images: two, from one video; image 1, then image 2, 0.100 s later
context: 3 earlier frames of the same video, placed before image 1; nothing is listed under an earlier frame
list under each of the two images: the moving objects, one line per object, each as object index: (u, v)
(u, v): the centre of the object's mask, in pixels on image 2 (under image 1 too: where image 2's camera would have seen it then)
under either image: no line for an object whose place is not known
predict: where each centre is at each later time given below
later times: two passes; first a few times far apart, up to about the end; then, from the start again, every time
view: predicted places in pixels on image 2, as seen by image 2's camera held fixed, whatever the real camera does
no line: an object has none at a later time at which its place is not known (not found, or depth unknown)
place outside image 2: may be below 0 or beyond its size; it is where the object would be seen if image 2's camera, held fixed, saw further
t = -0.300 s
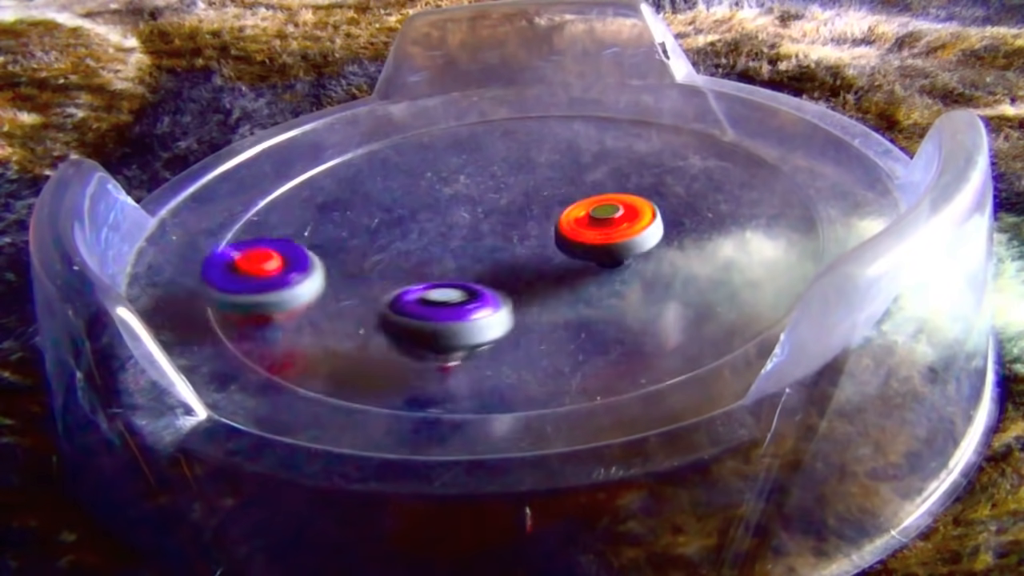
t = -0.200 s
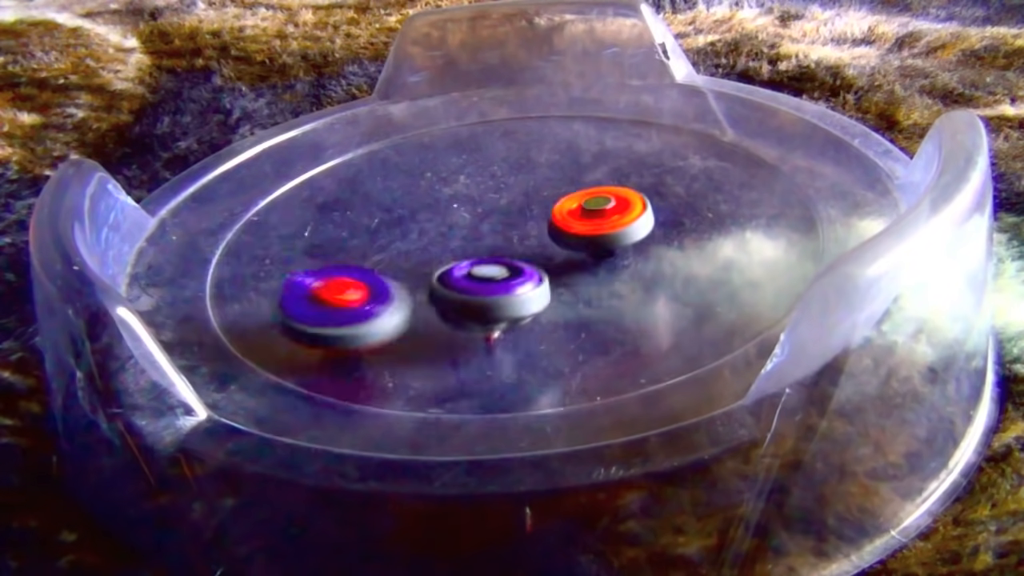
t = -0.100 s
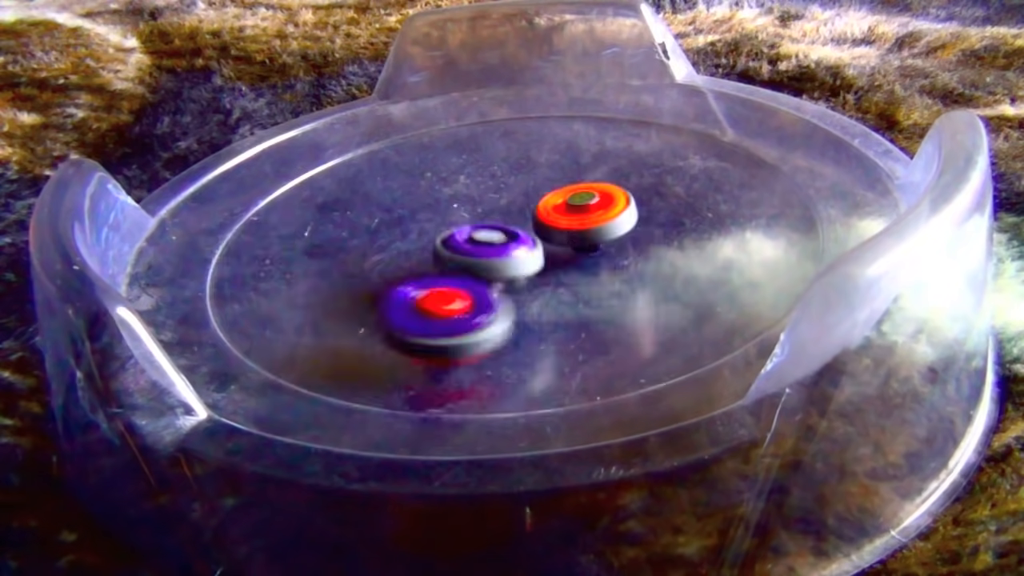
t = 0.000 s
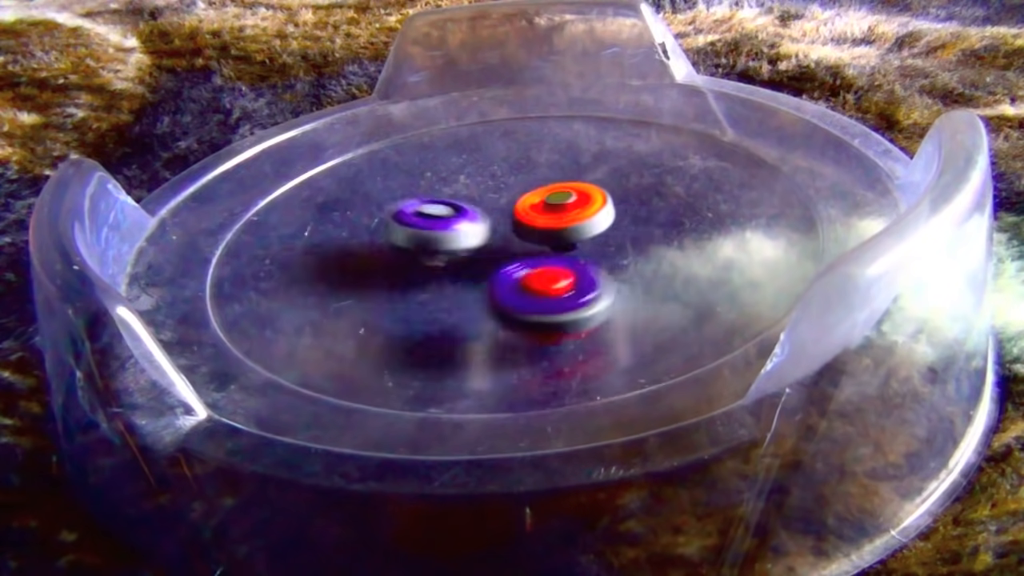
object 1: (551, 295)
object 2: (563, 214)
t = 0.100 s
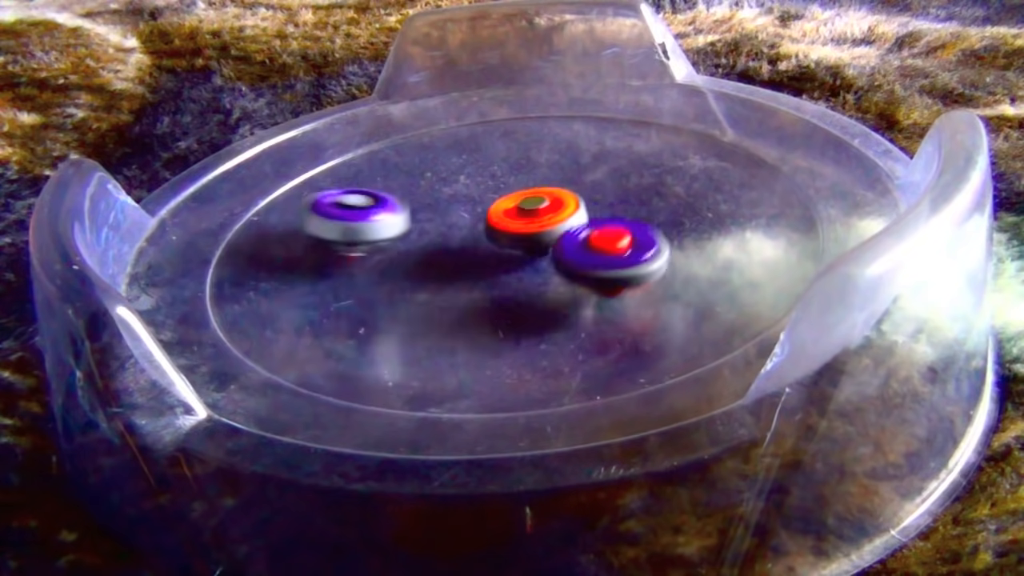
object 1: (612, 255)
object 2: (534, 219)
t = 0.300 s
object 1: (581, 176)
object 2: (489, 246)
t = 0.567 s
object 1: (402, 168)
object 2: (508, 277)
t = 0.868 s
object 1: (369, 267)
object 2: (589, 246)
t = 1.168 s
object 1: (607, 279)
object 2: (528, 204)
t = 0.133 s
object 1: (618, 240)
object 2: (523, 222)
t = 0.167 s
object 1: (621, 224)
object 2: (515, 225)
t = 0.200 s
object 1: (618, 211)
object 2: (508, 229)
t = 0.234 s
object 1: (610, 198)
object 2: (501, 234)
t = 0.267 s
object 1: (597, 186)
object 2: (494, 241)
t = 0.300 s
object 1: (581, 176)
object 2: (489, 246)
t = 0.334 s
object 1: (561, 169)
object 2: (485, 253)
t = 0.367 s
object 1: (539, 163)
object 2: (484, 258)
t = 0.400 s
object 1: (517, 158)
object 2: (486, 263)
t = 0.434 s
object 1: (494, 157)
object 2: (489, 268)
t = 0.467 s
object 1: (471, 156)
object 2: (494, 271)
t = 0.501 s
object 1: (447, 158)
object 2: (499, 273)
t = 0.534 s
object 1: (424, 162)
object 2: (504, 276)
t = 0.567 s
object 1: (402, 168)
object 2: (508, 277)
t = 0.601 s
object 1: (382, 176)
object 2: (513, 278)
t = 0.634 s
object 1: (366, 185)
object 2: (529, 275)
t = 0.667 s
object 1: (351, 196)
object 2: (550, 270)
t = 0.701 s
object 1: (341, 208)
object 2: (568, 266)
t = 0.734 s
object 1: (335, 221)
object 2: (577, 262)
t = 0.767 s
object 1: (335, 233)
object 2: (583, 258)
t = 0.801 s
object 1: (341, 244)
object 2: (587, 254)
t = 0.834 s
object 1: (354, 257)
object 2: (589, 250)
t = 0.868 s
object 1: (369, 267)
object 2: (589, 246)
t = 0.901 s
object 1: (390, 278)
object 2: (588, 242)
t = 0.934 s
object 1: (416, 286)
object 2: (585, 238)
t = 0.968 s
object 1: (444, 290)
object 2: (580, 235)
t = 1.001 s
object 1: (477, 289)
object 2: (574, 232)
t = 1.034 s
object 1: (508, 287)
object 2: (568, 228)
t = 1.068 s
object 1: (536, 282)
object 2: (560, 223)
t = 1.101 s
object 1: (561, 281)
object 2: (549, 217)
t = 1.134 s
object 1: (584, 283)
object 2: (540, 211)
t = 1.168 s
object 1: (607, 279)
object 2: (528, 204)
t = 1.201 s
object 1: (627, 272)
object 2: (513, 203)
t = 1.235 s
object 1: (648, 259)
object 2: (497, 204)
